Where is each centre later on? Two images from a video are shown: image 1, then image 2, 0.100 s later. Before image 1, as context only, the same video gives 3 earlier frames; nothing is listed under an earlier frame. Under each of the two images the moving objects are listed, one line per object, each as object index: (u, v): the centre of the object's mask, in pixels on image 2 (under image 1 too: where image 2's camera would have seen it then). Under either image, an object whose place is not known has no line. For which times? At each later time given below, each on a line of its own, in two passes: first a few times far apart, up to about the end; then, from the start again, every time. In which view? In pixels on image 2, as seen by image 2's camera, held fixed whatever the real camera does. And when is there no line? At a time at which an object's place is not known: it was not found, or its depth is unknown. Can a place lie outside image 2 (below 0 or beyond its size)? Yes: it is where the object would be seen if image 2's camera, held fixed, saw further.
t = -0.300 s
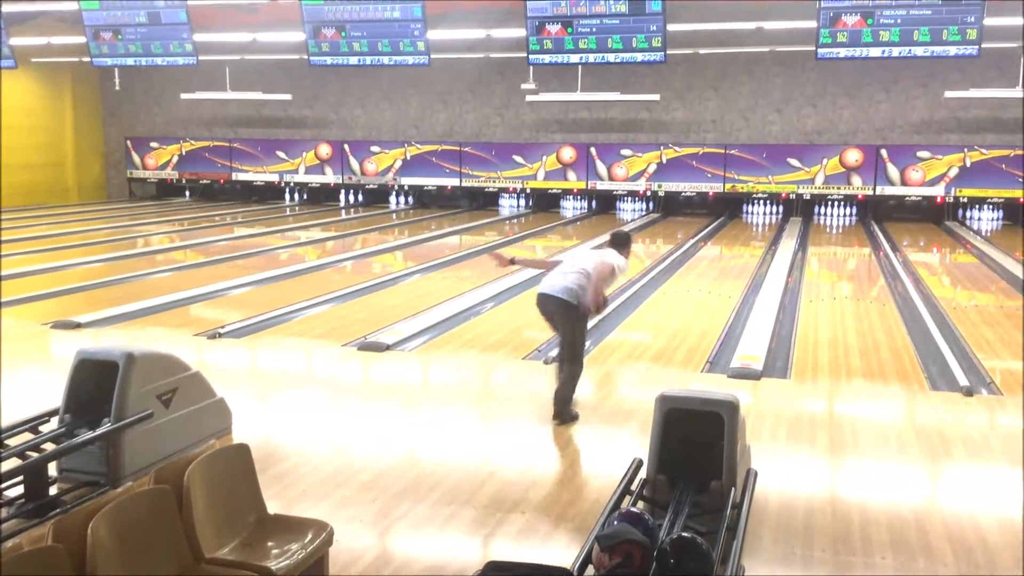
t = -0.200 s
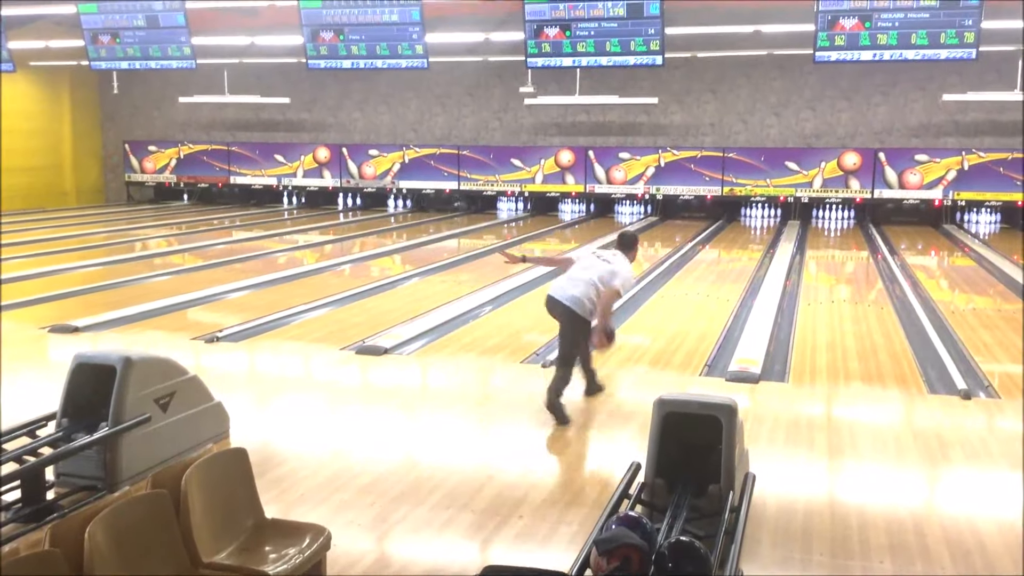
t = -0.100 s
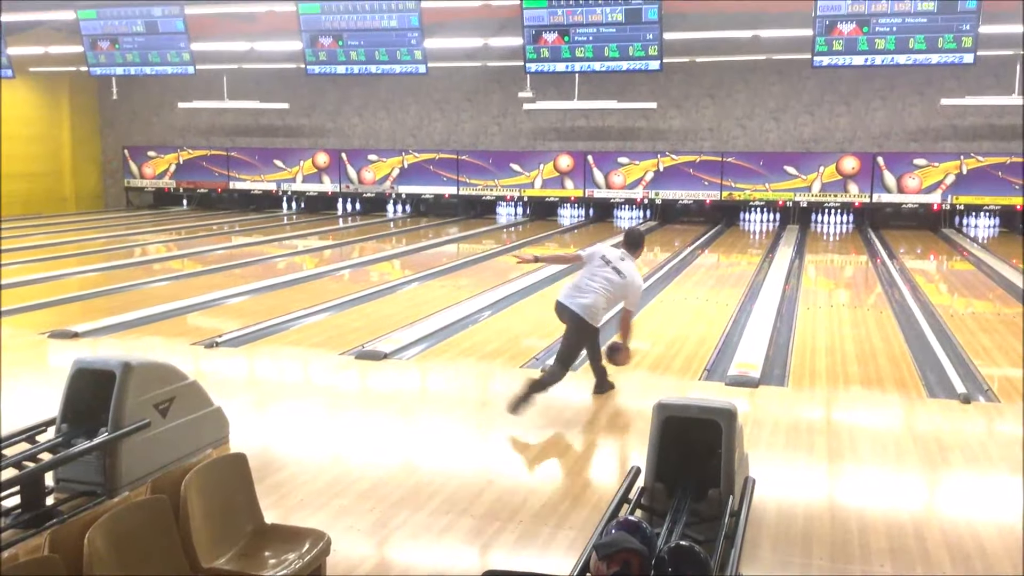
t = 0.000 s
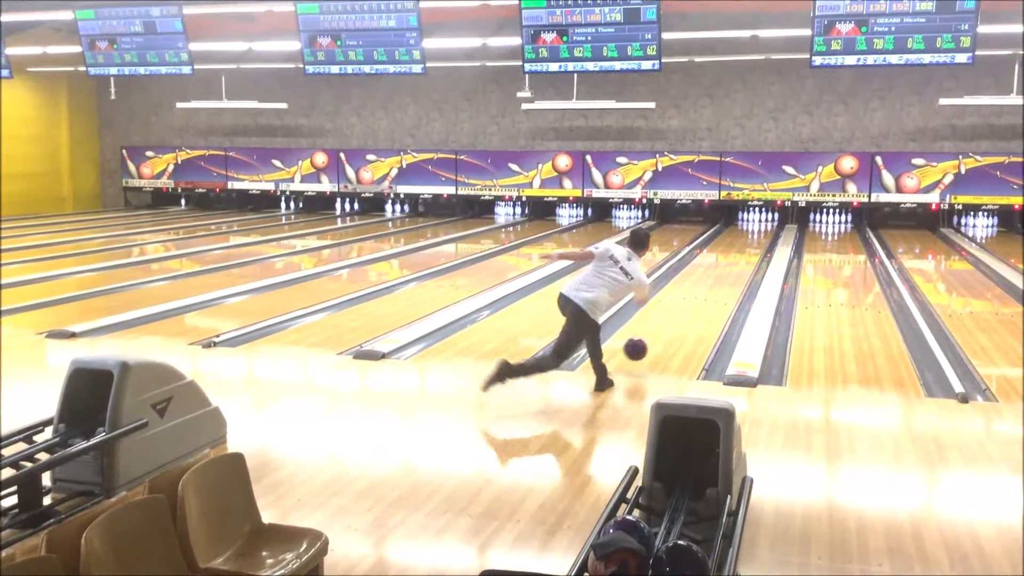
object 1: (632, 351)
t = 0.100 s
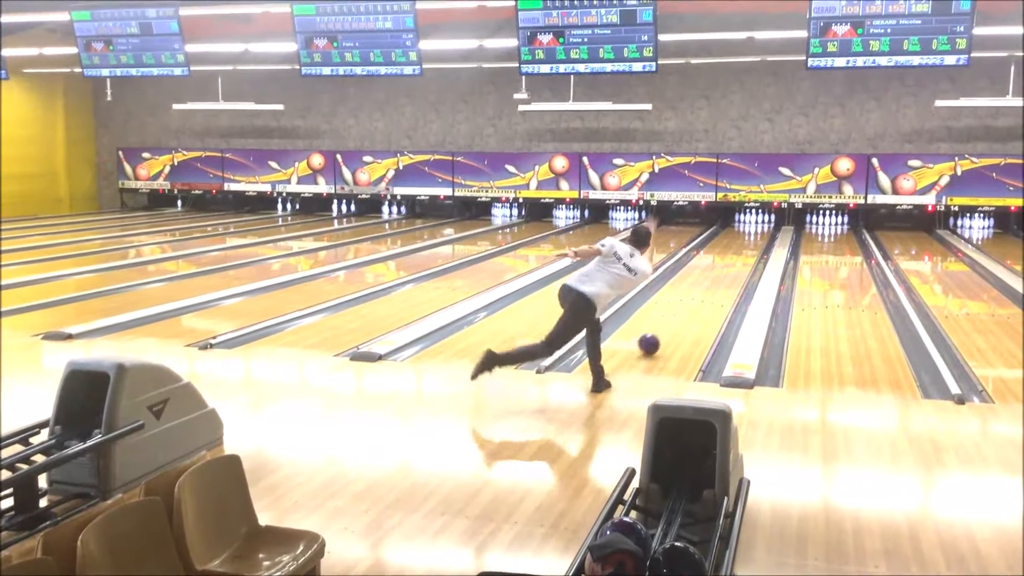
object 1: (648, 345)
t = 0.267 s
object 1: (671, 324)
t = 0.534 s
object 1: (698, 297)
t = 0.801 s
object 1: (718, 277)
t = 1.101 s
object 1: (734, 261)
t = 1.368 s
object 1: (744, 250)
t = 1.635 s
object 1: (751, 240)
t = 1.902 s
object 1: (756, 233)
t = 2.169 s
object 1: (759, 226)
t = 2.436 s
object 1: (758, 220)
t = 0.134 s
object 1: (653, 340)
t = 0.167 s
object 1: (658, 337)
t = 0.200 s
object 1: (662, 332)
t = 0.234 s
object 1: (667, 328)
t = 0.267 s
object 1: (671, 324)
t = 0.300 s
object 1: (675, 320)
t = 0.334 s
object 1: (678, 316)
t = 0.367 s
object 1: (682, 313)
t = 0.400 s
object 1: (685, 309)
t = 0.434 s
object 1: (689, 306)
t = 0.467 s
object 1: (692, 303)
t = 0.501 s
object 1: (695, 300)
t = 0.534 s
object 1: (698, 297)
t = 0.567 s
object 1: (701, 294)
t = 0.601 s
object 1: (704, 291)
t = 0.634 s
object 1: (706, 289)
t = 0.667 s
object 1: (709, 287)
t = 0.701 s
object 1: (711, 285)
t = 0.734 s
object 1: (713, 282)
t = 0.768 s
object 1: (716, 280)
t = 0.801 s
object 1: (718, 277)
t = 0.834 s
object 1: (720, 276)
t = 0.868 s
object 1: (722, 274)
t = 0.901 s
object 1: (723, 272)
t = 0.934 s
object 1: (725, 270)
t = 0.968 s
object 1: (727, 268)
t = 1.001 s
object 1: (729, 266)
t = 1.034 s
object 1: (730, 264)
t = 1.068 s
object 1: (732, 263)
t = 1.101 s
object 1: (734, 261)
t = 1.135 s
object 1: (735, 259)
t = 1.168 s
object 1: (737, 258)
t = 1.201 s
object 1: (738, 256)
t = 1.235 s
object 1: (739, 255)
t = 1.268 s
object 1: (741, 254)
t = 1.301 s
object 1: (742, 252)
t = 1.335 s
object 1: (743, 251)
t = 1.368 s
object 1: (744, 250)
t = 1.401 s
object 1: (745, 248)
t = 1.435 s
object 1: (746, 247)
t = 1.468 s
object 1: (747, 246)
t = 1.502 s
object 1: (748, 245)
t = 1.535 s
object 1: (749, 244)
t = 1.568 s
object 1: (750, 242)
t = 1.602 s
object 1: (750, 241)
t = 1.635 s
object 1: (751, 240)
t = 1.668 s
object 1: (752, 239)
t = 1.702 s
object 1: (752, 238)
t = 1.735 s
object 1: (752, 237)
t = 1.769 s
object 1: (753, 237)
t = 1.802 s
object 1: (754, 235)
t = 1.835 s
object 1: (755, 234)
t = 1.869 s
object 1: (755, 234)
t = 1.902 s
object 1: (756, 233)
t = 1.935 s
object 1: (757, 232)
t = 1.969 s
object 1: (757, 231)
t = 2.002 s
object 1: (757, 230)
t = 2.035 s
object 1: (758, 230)
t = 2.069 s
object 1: (757, 228)
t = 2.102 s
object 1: (758, 228)
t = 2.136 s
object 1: (759, 227)
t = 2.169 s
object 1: (759, 226)
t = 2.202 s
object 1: (759, 226)
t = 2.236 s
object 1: (759, 225)
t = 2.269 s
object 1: (759, 225)
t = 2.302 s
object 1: (759, 224)
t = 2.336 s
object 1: (758, 223)
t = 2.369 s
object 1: (758, 222)
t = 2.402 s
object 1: (759, 221)
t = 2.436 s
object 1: (758, 220)
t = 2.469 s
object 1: (758, 220)
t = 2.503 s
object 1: (758, 219)
